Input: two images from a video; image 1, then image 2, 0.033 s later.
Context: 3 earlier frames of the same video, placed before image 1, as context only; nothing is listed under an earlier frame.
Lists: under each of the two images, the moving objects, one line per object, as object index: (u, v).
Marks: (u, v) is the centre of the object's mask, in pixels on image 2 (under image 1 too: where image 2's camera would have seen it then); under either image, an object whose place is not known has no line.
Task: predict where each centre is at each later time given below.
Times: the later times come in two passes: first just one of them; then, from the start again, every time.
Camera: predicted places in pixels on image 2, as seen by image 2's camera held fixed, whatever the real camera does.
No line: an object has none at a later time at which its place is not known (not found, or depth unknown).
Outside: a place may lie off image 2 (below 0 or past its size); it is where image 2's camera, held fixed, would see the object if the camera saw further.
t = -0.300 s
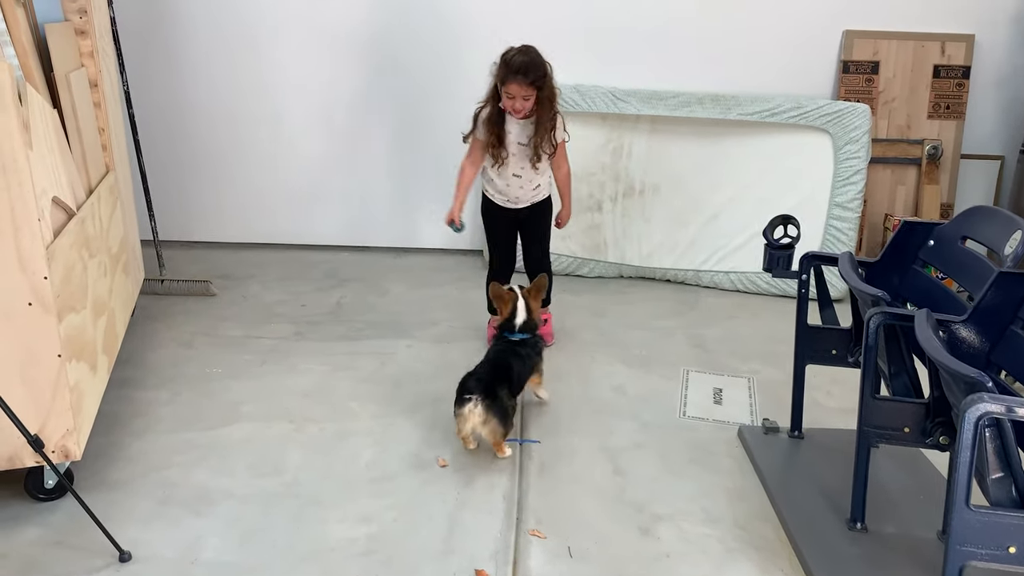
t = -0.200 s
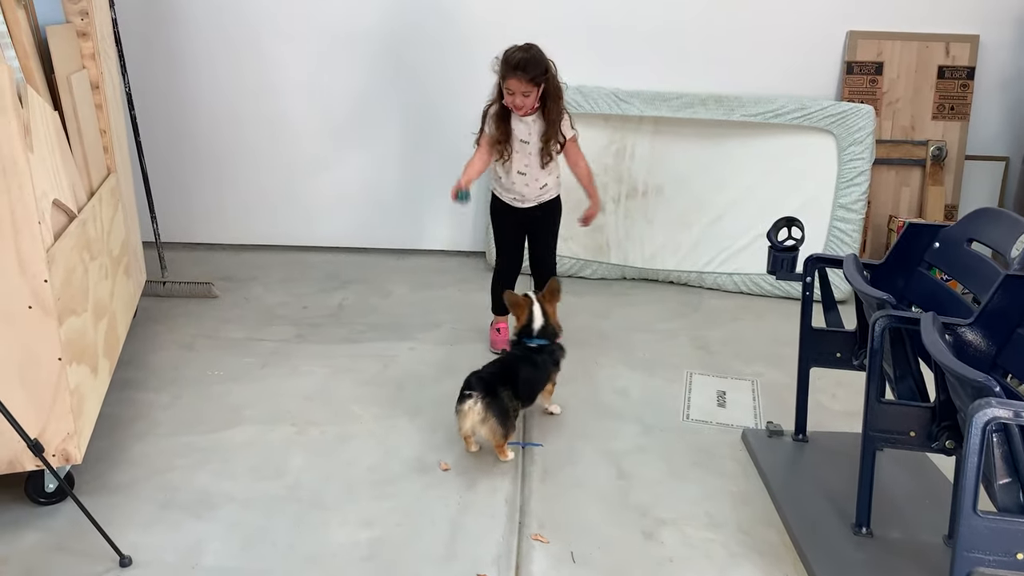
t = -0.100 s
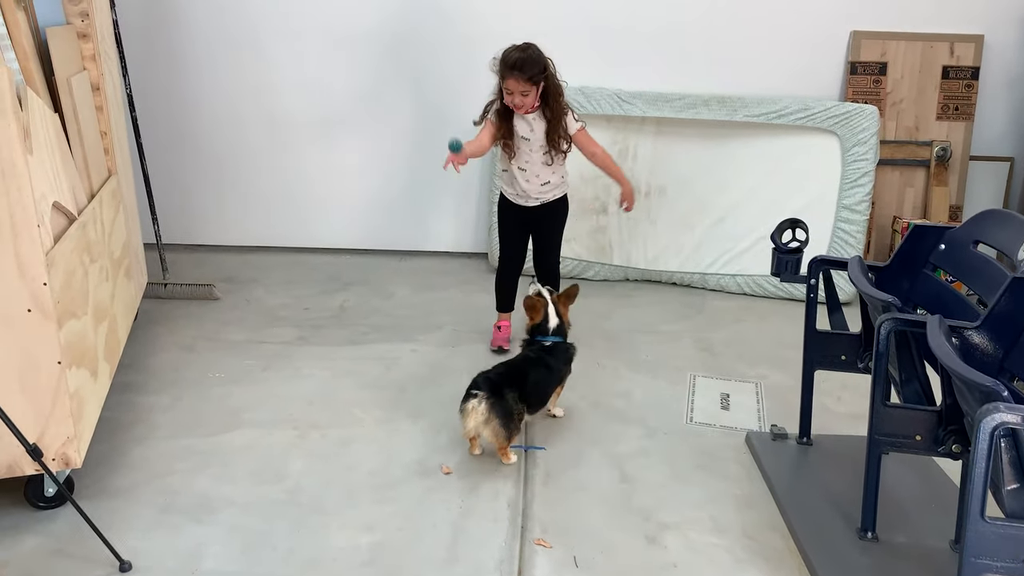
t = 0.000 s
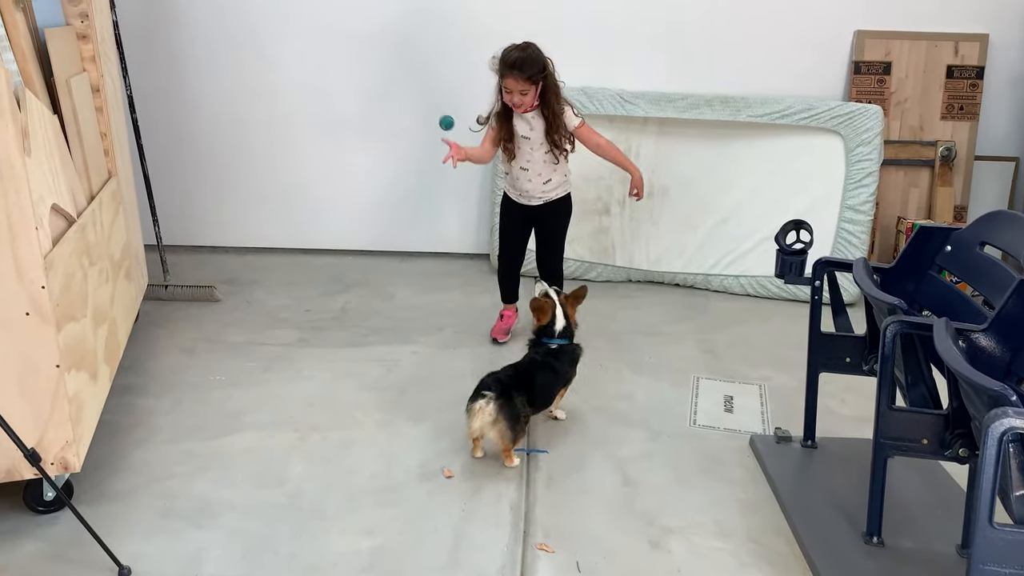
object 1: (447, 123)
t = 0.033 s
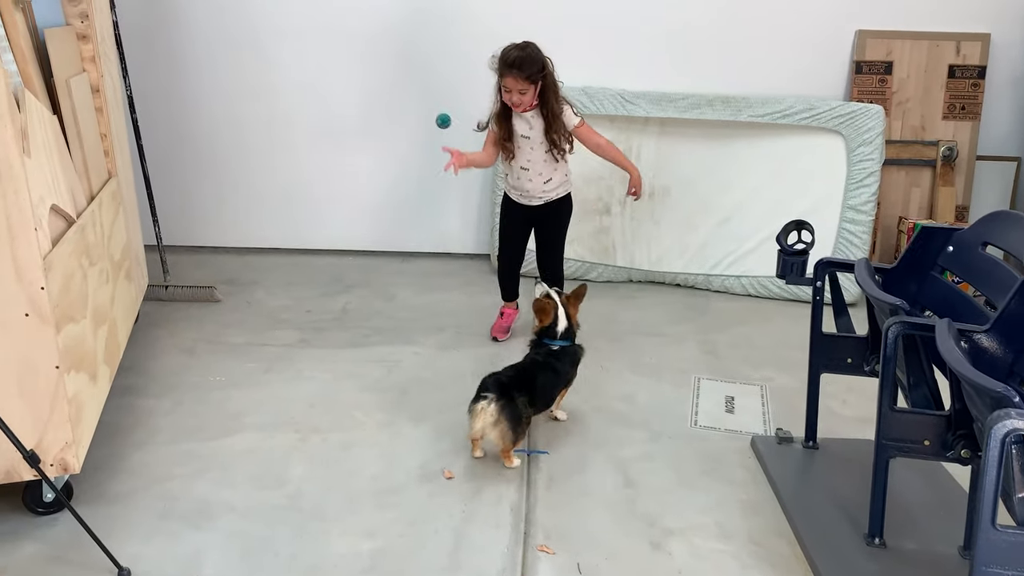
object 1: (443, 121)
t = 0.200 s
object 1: (425, 163)
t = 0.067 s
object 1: (439, 123)
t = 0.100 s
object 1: (436, 127)
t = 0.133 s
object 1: (432, 136)
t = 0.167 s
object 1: (429, 148)
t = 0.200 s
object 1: (425, 163)
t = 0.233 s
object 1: (422, 181)
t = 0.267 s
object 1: (418, 204)
